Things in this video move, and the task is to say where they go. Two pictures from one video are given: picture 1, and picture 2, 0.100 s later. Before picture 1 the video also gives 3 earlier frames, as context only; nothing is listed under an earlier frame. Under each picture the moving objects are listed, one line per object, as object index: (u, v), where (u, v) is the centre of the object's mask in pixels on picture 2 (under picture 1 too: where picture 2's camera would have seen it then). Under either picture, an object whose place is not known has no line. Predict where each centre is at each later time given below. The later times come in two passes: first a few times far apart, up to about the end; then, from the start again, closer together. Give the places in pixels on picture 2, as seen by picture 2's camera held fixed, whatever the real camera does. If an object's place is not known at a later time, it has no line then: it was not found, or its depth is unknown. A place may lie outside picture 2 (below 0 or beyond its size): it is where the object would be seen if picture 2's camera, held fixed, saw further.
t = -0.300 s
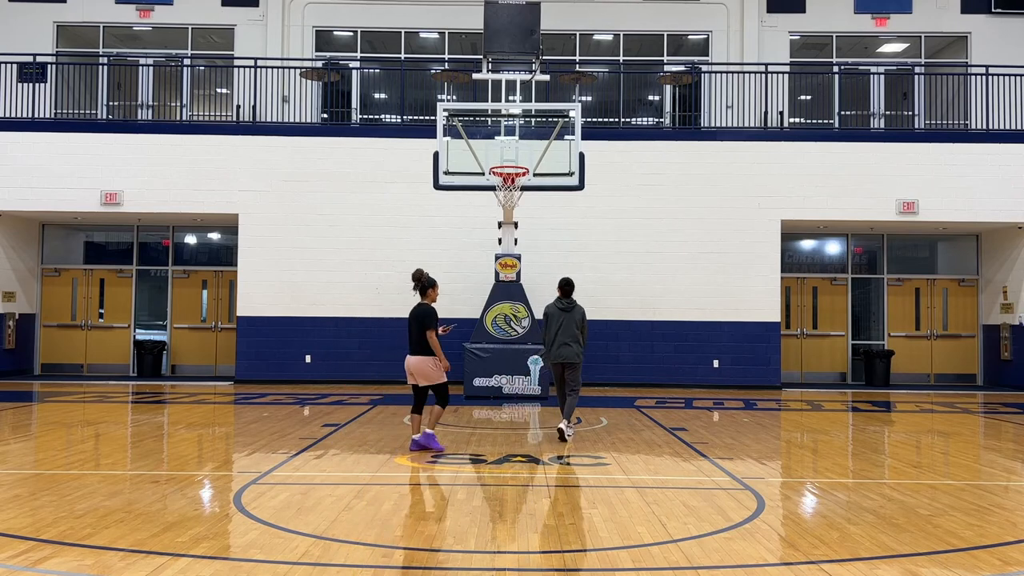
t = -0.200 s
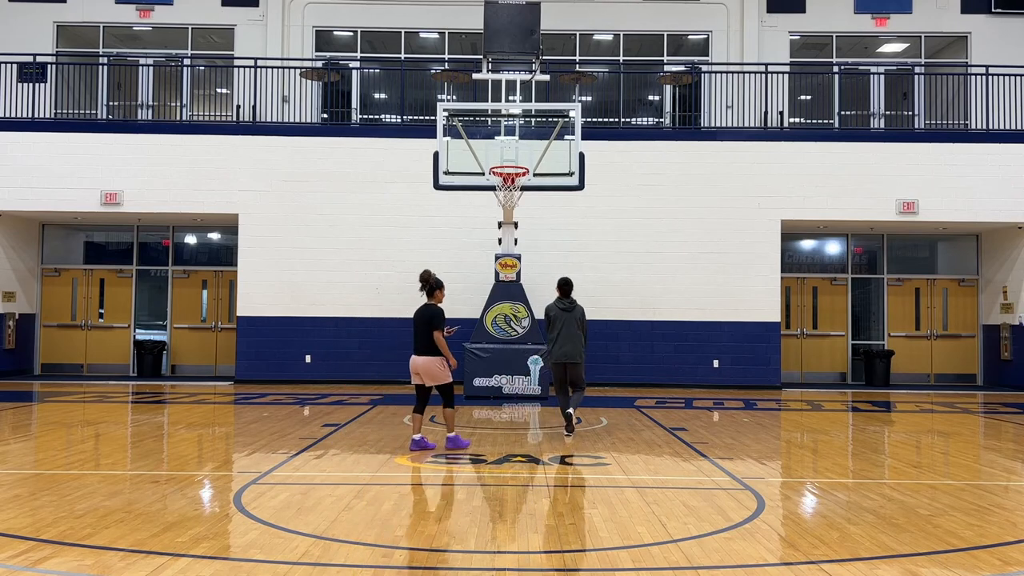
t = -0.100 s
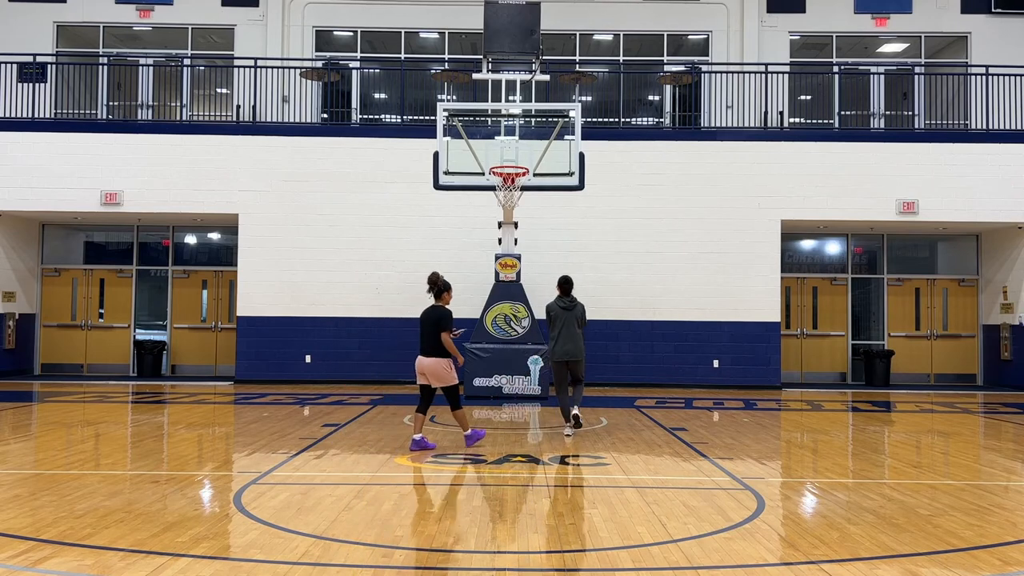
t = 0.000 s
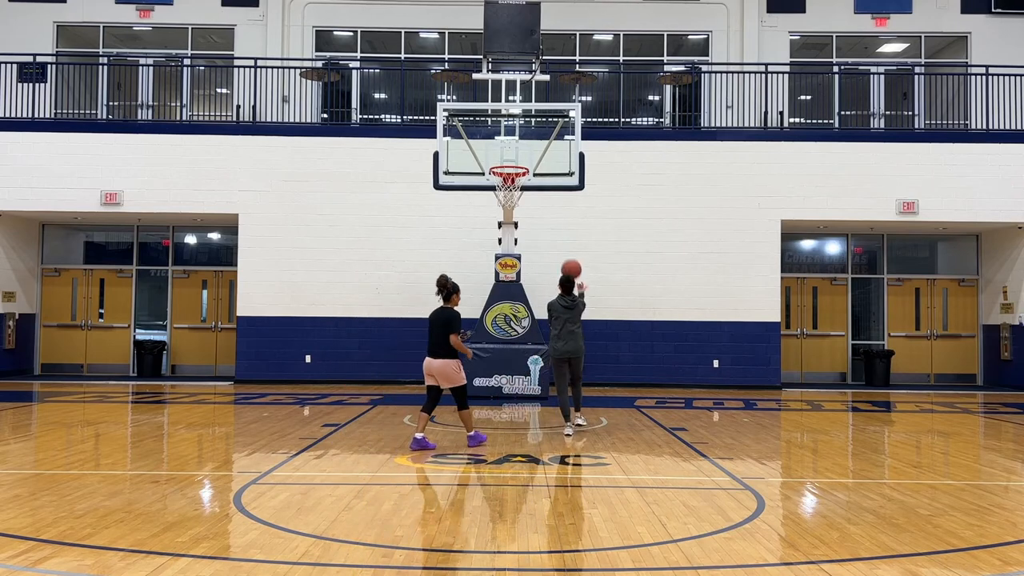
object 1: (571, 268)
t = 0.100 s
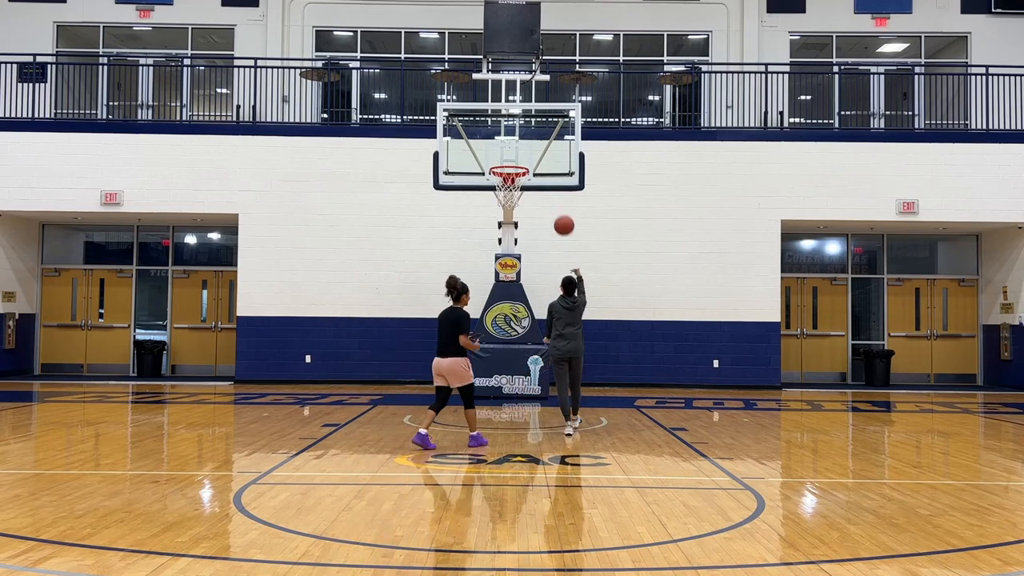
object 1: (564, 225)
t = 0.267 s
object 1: (553, 171)
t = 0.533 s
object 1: (535, 135)
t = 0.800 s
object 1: (517, 156)
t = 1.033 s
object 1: (497, 145)
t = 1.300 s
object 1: (473, 166)
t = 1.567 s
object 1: (449, 240)
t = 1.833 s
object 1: (425, 369)
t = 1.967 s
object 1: (413, 380)
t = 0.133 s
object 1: (561, 212)
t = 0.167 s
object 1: (559, 201)
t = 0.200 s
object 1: (557, 190)
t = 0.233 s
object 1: (554, 180)
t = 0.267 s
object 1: (553, 171)
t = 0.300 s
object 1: (550, 164)
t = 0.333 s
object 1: (548, 157)
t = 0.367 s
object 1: (546, 151)
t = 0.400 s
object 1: (543, 146)
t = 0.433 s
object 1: (541, 142)
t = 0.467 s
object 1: (539, 139)
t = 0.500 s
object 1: (537, 136)
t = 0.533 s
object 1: (535, 135)
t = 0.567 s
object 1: (533, 135)
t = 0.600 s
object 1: (530, 135)
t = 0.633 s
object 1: (528, 137)
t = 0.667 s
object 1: (526, 139)
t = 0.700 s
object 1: (524, 142)
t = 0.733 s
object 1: (522, 146)
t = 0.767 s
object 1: (519, 150)
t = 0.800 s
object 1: (517, 156)
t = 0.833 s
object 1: (515, 160)
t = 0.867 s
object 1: (512, 159)
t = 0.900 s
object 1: (509, 155)
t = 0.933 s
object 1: (506, 152)
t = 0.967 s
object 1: (503, 149)
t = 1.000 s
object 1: (501, 147)
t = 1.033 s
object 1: (497, 145)
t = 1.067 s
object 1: (494, 145)
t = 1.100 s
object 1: (492, 145)
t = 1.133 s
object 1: (489, 147)
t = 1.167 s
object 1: (485, 149)
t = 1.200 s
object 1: (482, 152)
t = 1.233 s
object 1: (479, 156)
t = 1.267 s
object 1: (476, 160)
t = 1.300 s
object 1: (473, 166)
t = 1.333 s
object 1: (470, 172)
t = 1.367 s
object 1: (467, 180)
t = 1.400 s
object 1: (464, 188)
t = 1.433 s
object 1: (461, 197)
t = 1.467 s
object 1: (458, 206)
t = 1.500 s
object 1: (455, 217)
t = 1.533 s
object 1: (452, 228)
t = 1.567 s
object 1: (449, 240)
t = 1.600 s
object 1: (446, 254)
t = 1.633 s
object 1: (443, 268)
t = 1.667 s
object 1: (440, 282)
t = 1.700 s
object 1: (437, 298)
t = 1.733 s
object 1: (434, 315)
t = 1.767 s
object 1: (431, 332)
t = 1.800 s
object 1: (428, 350)
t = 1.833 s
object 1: (425, 369)
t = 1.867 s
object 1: (421, 389)
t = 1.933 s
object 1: (416, 394)
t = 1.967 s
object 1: (413, 380)
